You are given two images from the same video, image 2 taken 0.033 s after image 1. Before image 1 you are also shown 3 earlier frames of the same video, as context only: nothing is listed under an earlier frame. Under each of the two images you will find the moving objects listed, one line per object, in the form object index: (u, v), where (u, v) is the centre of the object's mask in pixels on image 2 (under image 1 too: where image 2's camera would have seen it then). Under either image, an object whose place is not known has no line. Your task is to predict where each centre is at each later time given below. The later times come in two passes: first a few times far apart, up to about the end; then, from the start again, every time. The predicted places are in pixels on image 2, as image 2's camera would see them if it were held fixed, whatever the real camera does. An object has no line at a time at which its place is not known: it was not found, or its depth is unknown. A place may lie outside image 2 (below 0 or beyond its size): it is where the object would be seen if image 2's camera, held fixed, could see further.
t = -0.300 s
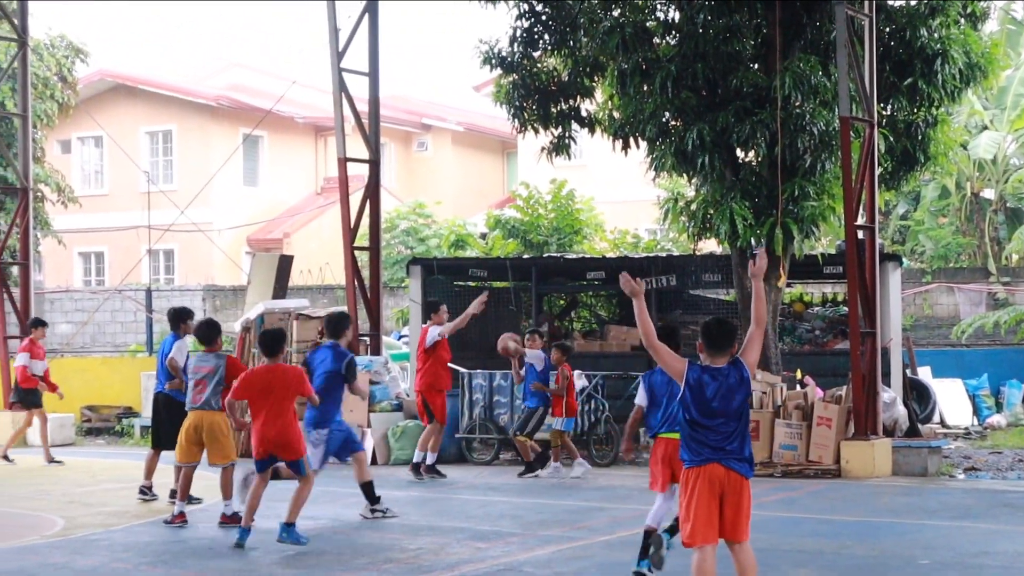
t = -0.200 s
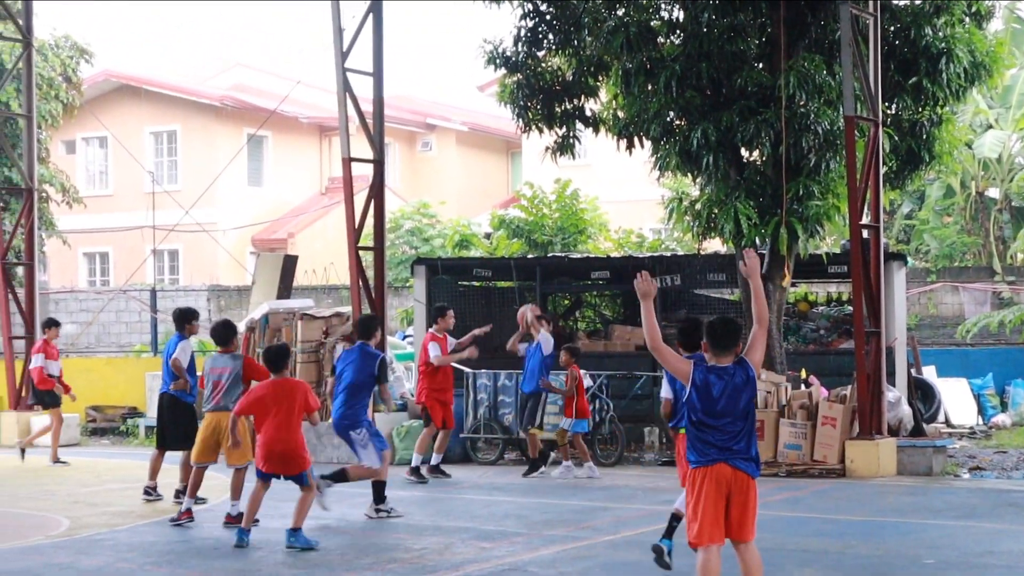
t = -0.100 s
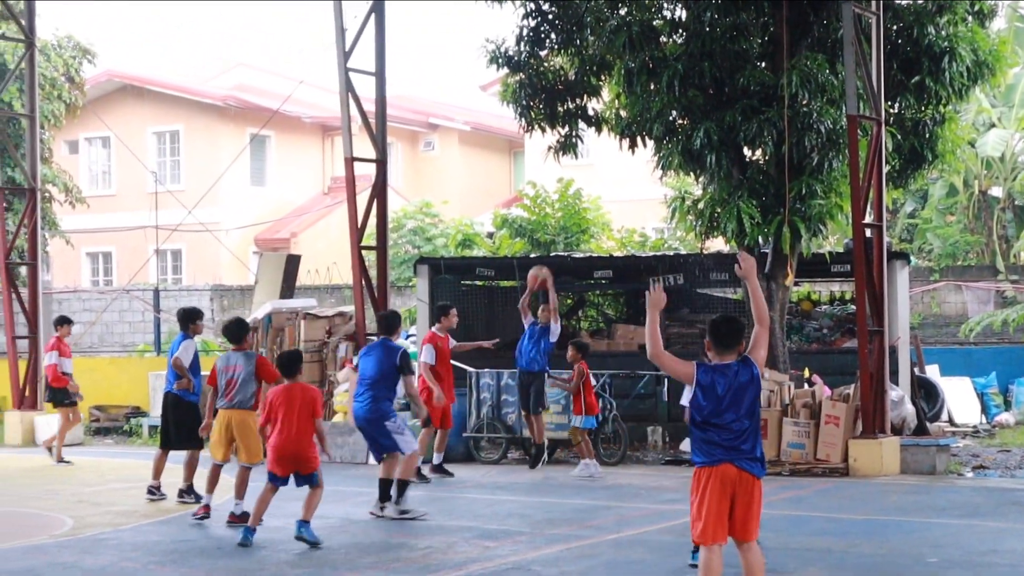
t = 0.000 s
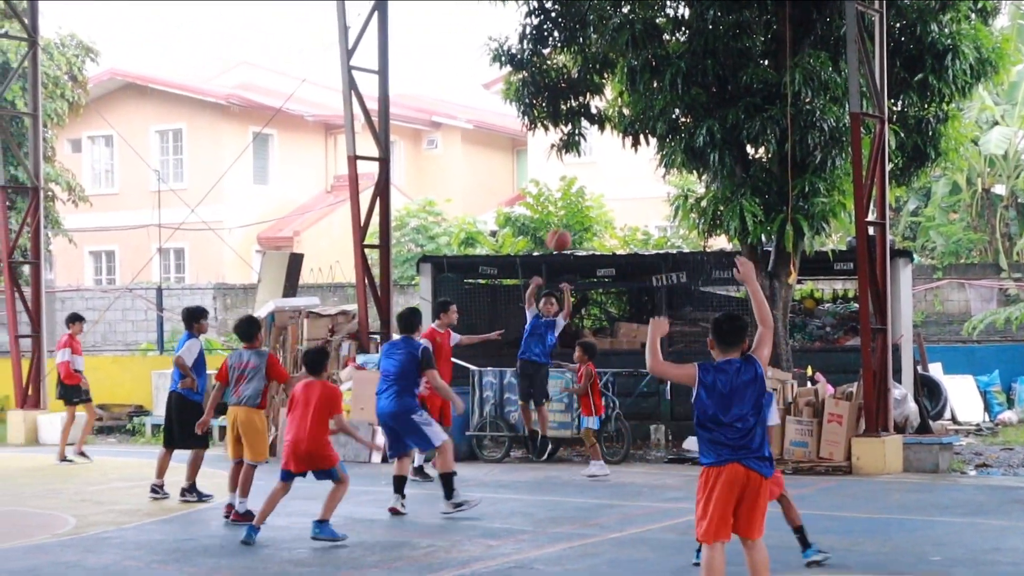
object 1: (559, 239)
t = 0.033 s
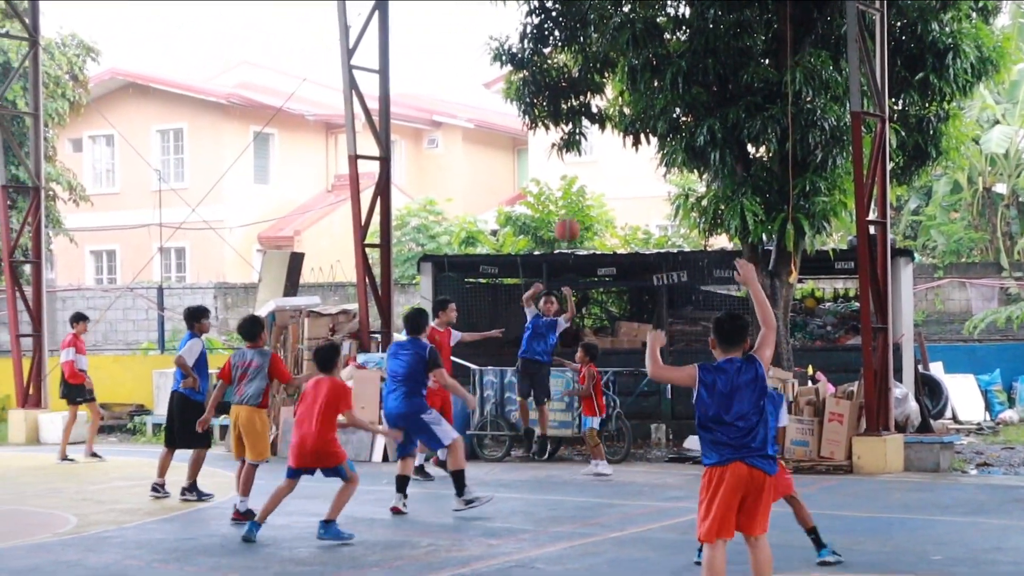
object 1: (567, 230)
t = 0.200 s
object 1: (607, 196)
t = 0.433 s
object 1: (677, 197)
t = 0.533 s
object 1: (712, 220)
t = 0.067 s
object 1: (575, 221)
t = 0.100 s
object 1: (582, 214)
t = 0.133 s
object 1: (591, 207)
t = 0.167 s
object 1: (599, 201)
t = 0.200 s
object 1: (607, 196)
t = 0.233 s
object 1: (616, 193)
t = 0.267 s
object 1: (626, 190)
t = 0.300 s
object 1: (635, 189)
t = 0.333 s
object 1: (645, 189)
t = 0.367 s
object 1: (655, 190)
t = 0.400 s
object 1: (665, 193)
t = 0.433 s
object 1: (677, 197)
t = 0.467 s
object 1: (689, 203)
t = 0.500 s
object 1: (700, 210)
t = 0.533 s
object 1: (712, 220)
